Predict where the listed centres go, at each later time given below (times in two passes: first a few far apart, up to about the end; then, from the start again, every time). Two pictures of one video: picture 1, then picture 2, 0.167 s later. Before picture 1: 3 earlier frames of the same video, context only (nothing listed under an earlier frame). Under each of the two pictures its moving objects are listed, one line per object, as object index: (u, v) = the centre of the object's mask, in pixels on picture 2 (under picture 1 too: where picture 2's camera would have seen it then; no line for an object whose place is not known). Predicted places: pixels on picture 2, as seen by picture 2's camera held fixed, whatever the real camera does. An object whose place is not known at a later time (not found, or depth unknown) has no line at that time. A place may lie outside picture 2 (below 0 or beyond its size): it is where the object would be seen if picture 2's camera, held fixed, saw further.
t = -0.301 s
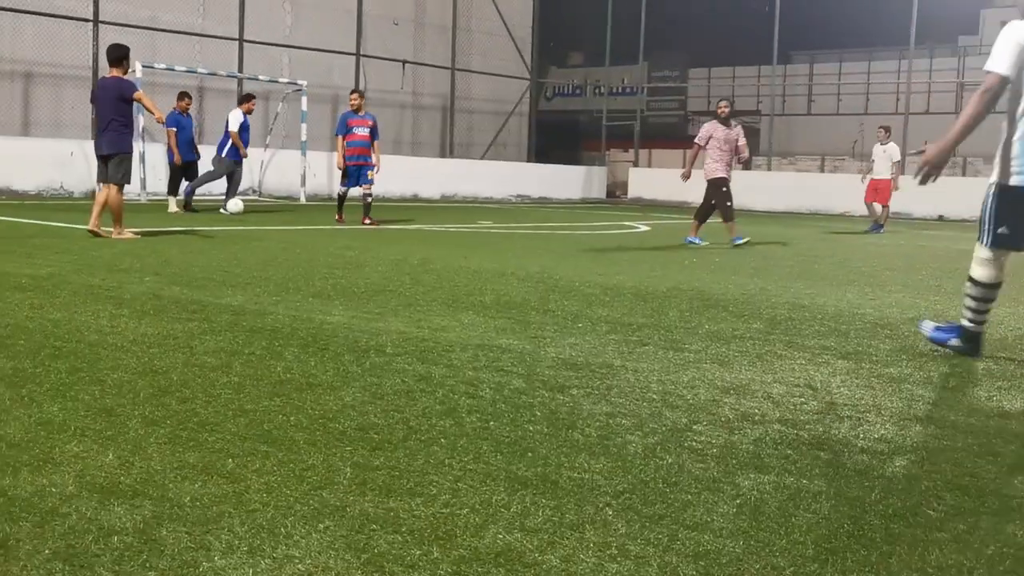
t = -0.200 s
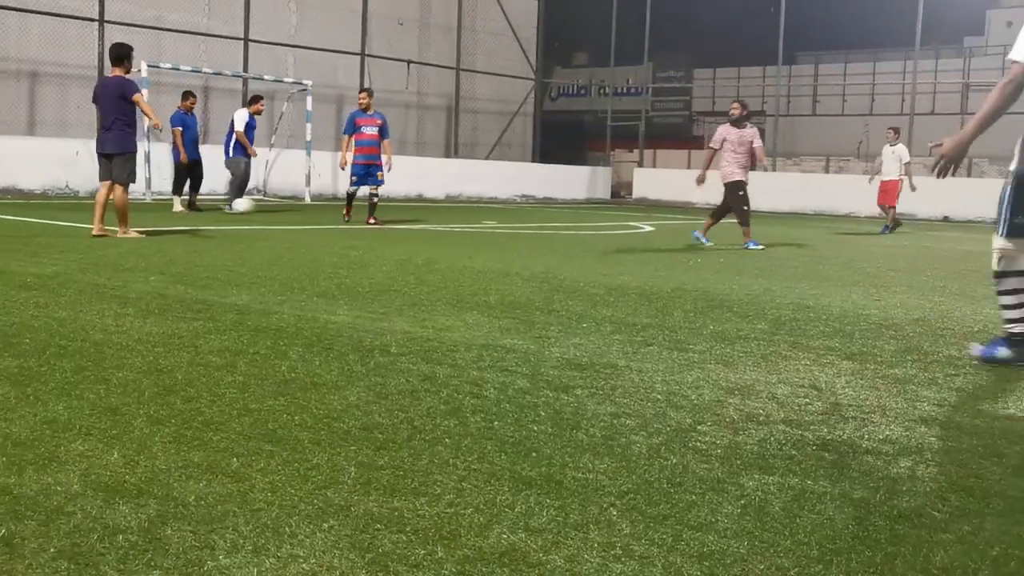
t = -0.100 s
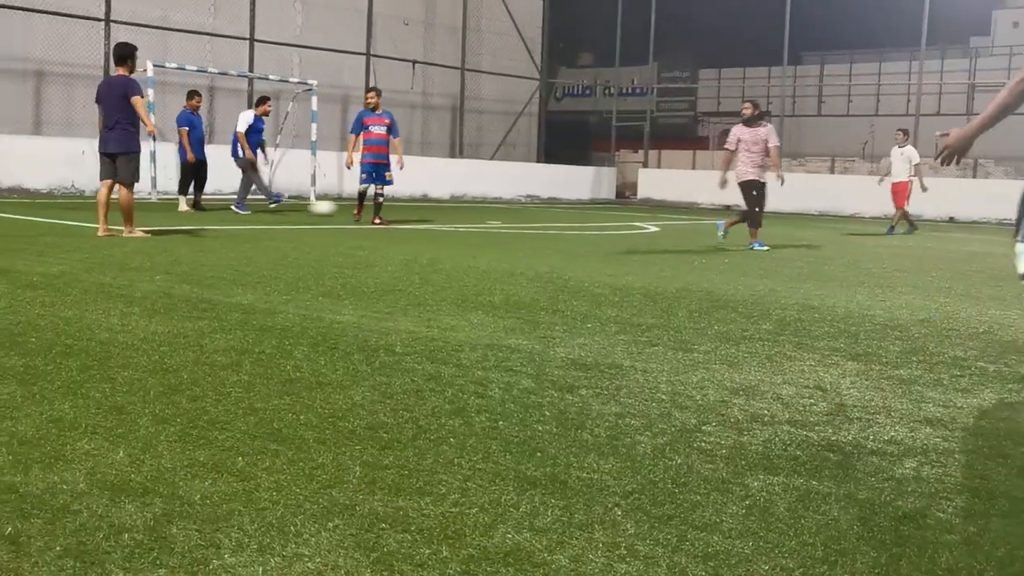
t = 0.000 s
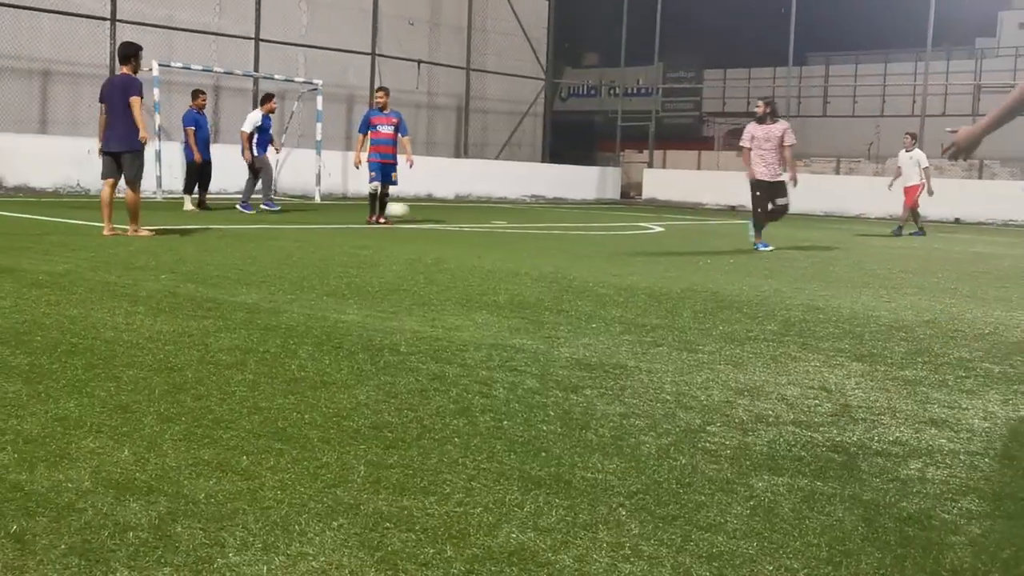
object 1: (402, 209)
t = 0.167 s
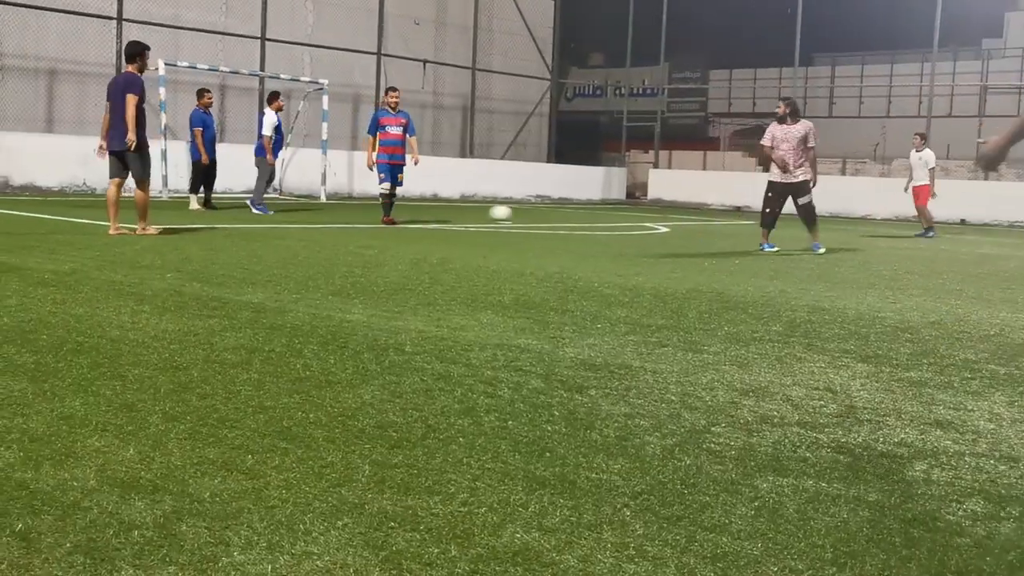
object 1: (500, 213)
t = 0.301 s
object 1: (568, 215)
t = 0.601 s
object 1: (695, 219)
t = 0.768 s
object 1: (750, 222)
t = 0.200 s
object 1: (518, 213)
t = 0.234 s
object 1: (535, 214)
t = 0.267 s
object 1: (552, 215)
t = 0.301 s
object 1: (568, 215)
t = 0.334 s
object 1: (584, 216)
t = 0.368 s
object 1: (600, 217)
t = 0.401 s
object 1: (615, 217)
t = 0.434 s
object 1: (630, 218)
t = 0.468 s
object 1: (645, 219)
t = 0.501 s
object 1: (657, 218)
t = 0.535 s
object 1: (669, 218)
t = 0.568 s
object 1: (683, 218)
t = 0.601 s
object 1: (695, 219)
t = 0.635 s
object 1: (707, 220)
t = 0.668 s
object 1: (718, 220)
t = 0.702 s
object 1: (729, 220)
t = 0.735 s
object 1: (740, 220)
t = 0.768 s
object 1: (750, 222)
